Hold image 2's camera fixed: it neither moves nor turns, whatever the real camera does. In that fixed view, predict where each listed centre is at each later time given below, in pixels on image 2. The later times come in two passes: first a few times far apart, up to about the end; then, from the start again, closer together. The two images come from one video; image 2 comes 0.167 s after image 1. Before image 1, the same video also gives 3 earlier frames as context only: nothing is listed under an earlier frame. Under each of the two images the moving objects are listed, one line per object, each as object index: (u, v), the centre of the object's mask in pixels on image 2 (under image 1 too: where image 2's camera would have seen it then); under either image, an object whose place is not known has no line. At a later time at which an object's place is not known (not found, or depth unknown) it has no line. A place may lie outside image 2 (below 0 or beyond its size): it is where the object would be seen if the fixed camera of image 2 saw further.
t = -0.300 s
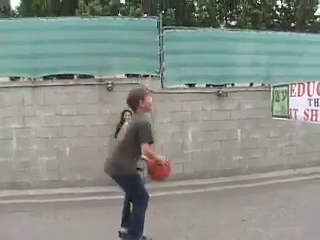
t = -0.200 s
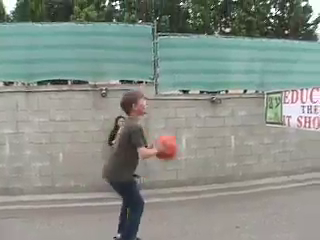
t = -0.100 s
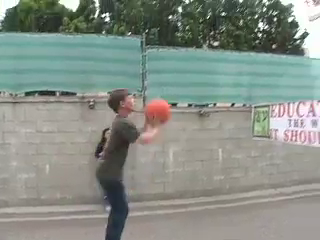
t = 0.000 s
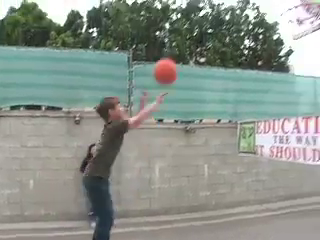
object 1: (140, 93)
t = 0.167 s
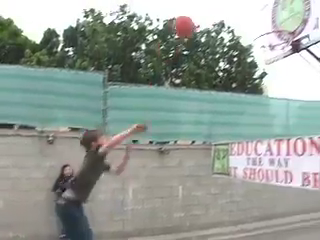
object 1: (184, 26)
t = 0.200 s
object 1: (191, 18)
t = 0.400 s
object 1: (236, -14)
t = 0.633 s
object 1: (282, -8)
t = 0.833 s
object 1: (279, 22)
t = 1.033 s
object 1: (257, 57)
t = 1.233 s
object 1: (262, 56)
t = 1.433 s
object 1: (275, 67)
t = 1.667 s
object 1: (287, 111)
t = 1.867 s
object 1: (300, 195)
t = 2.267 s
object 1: (309, 199)
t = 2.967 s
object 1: (319, 203)
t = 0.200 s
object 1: (191, 18)
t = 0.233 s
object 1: (199, 9)
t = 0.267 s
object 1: (207, 2)
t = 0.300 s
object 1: (214, -4)
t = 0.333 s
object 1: (222, -8)
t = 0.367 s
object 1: (229, -12)
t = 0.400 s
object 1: (236, -14)
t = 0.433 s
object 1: (243, -16)
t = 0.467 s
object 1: (250, -17)
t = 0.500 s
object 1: (257, -17)
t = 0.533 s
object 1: (263, -16)
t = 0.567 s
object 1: (269, -14)
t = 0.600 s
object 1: (276, -11)
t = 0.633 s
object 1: (282, -8)
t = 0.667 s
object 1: (290, -3)
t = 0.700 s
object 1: (289, 0)
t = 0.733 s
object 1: (286, 4)
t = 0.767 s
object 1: (285, 9)
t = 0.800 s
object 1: (281, 17)
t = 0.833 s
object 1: (279, 22)
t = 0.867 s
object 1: (276, 30)
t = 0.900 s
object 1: (273, 35)
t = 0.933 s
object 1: (268, 40)
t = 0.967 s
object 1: (263, 45)
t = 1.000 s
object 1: (260, 52)
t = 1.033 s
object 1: (257, 57)
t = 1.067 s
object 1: (257, 58)
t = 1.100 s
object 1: (257, 58)
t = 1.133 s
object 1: (258, 57)
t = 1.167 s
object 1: (259, 56)
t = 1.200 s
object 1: (261, 55)
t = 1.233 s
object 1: (262, 56)
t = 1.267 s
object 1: (265, 57)
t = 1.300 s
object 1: (267, 59)
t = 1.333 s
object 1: (270, 60)
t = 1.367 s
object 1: (272, 63)
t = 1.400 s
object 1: (275, 65)
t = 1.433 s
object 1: (275, 67)
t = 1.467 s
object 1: (277, 69)
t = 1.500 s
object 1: (279, 74)
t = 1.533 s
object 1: (281, 79)
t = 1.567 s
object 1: (282, 85)
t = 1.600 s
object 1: (284, 93)
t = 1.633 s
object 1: (285, 101)
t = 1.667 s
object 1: (287, 111)
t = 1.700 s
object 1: (289, 122)
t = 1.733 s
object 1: (293, 133)
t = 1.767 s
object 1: (295, 147)
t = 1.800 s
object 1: (297, 163)
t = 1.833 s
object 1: (297, 179)
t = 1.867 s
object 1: (300, 195)
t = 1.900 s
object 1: (301, 213)
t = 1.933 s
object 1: (304, 234)
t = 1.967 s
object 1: (308, 256)
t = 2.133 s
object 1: (311, 259)
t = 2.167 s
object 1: (310, 242)
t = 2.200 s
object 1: (312, 226)
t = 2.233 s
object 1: (311, 211)
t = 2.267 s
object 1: (309, 199)
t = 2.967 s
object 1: (319, 203)
